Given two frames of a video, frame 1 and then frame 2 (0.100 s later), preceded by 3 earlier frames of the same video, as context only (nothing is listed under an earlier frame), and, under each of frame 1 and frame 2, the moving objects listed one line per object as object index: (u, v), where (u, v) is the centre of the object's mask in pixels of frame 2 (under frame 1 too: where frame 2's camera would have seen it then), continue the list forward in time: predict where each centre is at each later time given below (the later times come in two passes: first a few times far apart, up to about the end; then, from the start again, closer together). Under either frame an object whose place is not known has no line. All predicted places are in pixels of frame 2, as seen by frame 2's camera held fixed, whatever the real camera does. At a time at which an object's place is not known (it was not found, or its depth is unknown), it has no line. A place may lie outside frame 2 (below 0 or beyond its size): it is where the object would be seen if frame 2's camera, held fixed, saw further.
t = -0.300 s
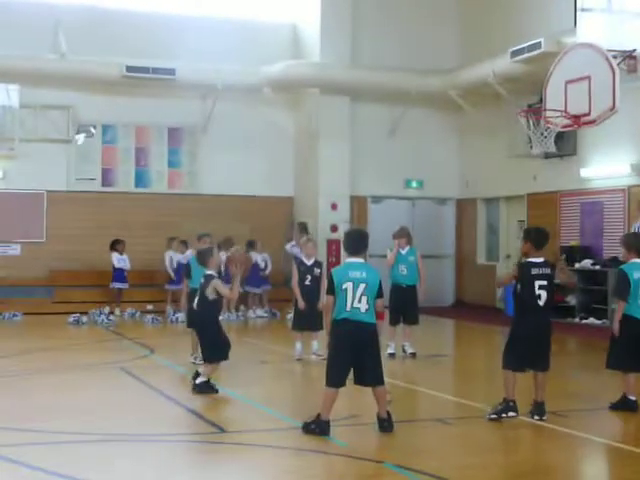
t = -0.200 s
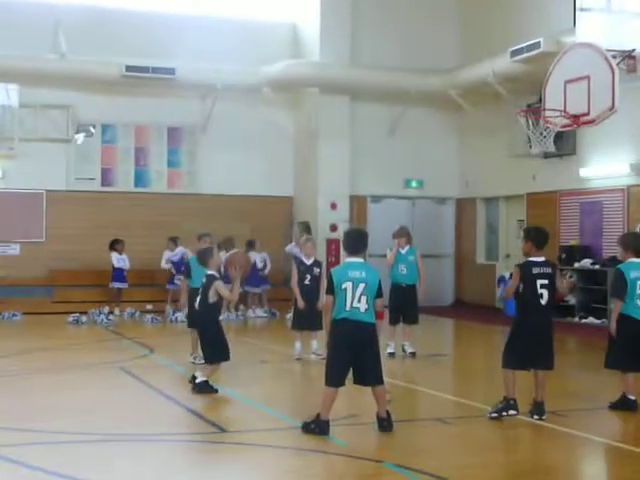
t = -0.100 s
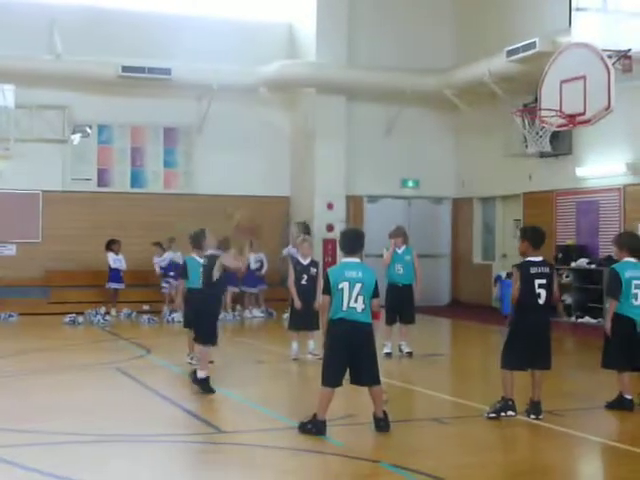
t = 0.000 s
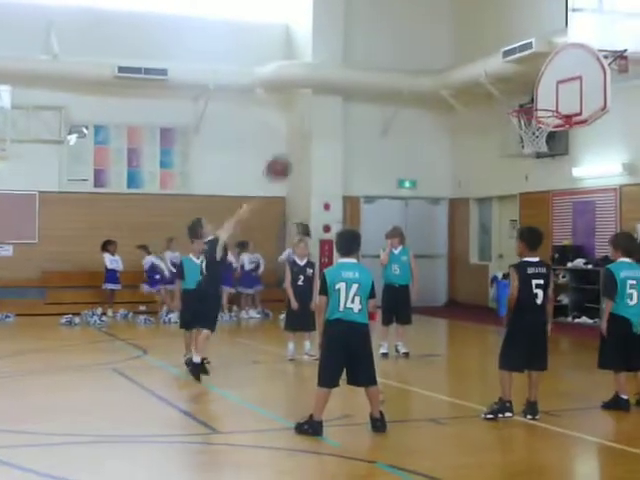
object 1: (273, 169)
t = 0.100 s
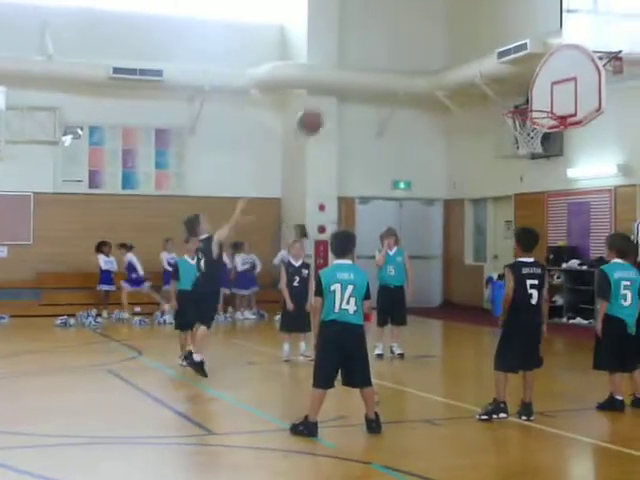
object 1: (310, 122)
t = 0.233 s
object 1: (356, 81)
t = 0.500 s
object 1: (441, 60)
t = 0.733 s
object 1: (508, 103)
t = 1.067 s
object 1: (529, 104)
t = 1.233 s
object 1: (514, 104)
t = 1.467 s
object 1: (512, 105)
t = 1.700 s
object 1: (534, 115)
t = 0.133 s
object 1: (322, 110)
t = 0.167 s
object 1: (334, 99)
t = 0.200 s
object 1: (345, 90)
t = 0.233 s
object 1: (356, 81)
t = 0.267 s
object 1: (368, 74)
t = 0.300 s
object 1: (379, 69)
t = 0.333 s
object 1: (390, 64)
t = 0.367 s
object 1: (400, 61)
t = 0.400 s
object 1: (410, 59)
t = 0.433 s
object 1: (421, 58)
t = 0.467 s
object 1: (431, 59)
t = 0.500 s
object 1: (441, 60)
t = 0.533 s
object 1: (452, 62)
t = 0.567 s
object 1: (461, 65)
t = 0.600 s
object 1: (470, 71)
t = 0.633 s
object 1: (480, 77)
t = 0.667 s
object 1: (489, 84)
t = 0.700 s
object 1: (499, 94)
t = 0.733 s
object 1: (508, 103)
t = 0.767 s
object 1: (515, 106)
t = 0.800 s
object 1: (526, 106)
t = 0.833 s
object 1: (533, 112)
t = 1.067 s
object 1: (529, 104)
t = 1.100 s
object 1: (524, 104)
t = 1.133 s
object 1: (520, 105)
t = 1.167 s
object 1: (517, 105)
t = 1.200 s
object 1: (515, 104)
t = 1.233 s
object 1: (514, 104)
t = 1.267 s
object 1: (513, 104)
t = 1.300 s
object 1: (513, 104)
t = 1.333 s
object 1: (513, 104)
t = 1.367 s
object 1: (512, 104)
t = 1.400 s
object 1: (513, 104)
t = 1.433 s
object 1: (511, 104)
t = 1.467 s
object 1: (512, 105)
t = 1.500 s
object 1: (514, 105)
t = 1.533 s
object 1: (515, 106)
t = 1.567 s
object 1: (516, 108)
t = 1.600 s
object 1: (520, 111)
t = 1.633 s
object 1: (526, 112)
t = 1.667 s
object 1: (530, 114)
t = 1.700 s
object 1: (534, 115)
